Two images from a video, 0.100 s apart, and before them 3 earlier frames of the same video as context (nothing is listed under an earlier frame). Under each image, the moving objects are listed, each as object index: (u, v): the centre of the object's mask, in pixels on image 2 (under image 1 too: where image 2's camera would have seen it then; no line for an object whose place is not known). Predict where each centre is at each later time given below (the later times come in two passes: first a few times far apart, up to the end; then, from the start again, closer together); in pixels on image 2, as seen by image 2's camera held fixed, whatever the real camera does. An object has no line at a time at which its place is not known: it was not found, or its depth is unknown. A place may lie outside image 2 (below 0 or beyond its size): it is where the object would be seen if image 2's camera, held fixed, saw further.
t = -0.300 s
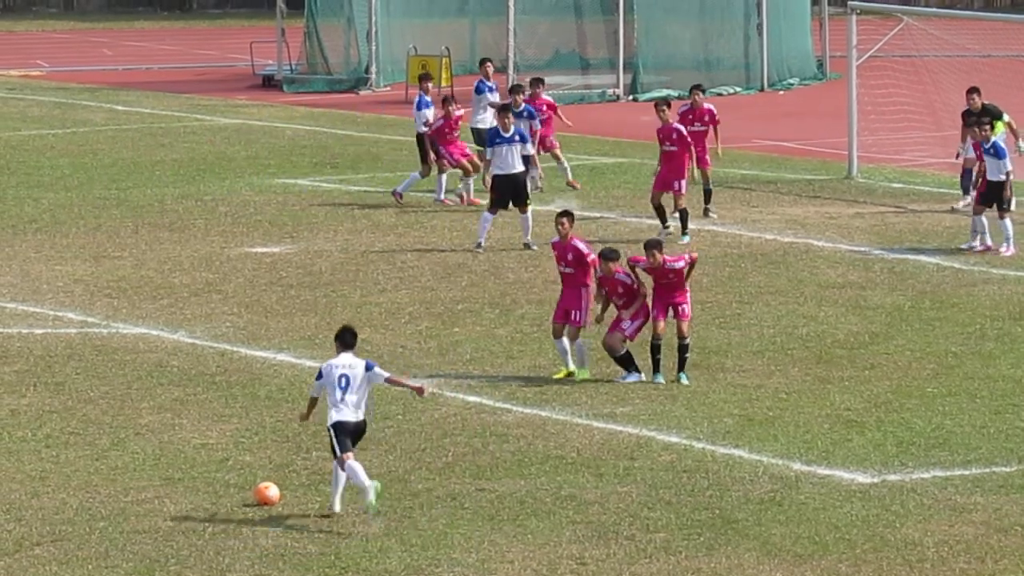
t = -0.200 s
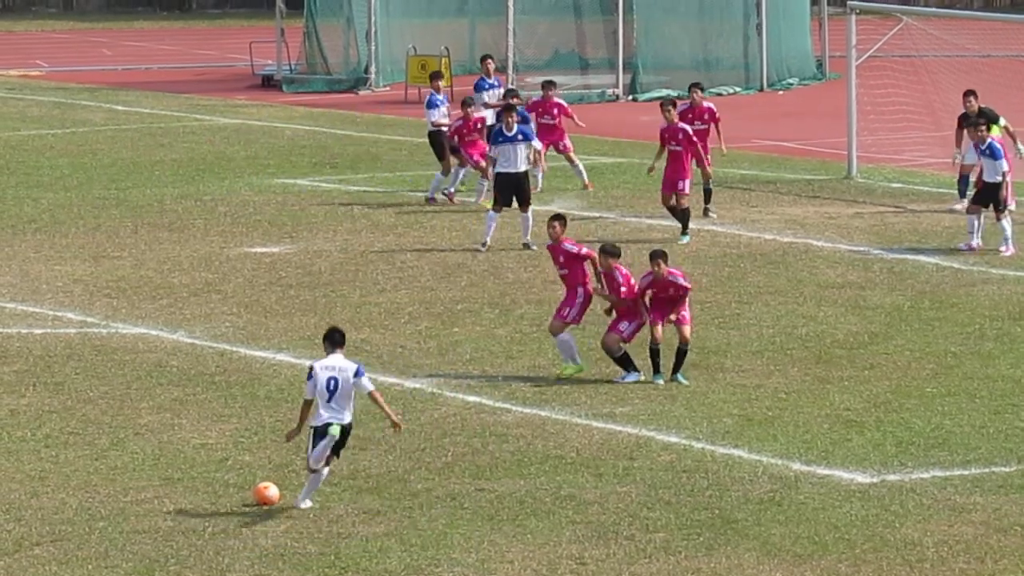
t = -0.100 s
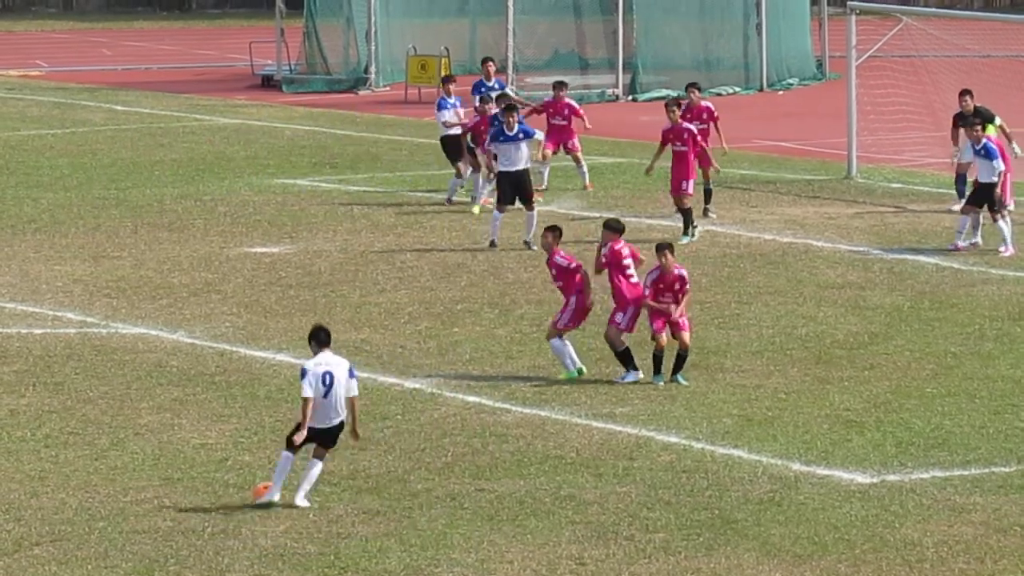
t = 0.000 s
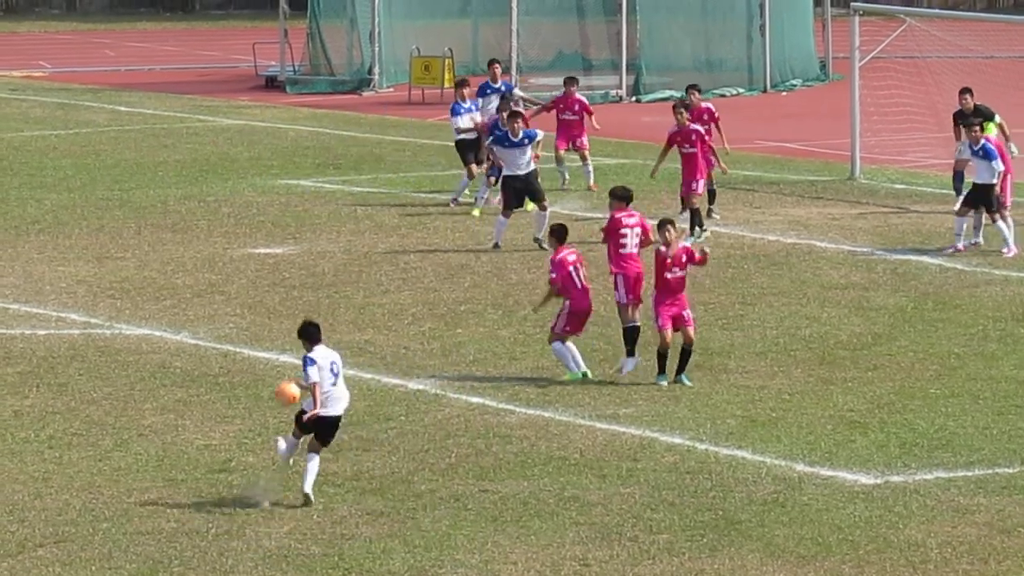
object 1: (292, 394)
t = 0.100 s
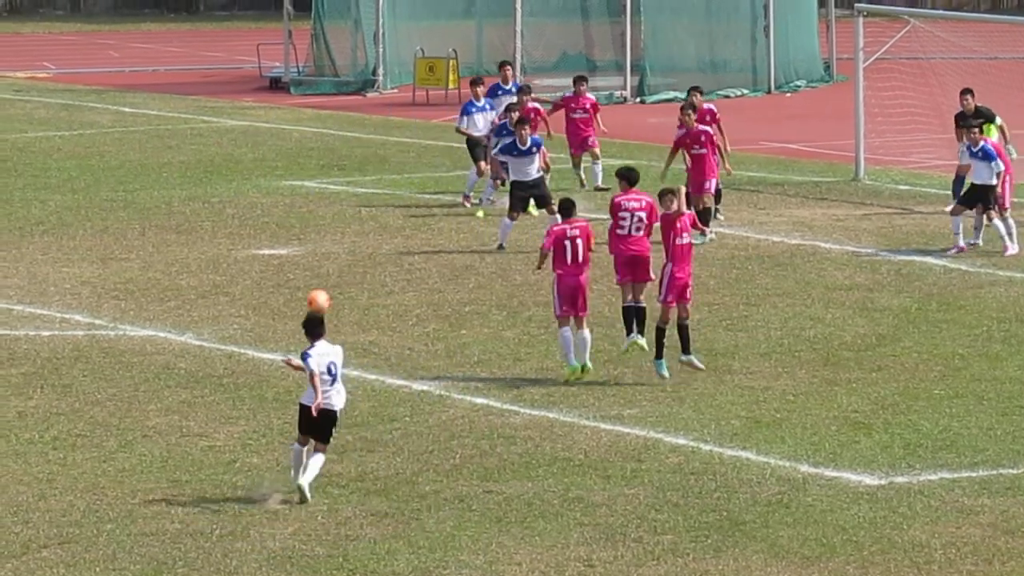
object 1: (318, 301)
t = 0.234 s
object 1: (358, 200)
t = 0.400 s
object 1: (419, 105)
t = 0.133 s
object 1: (327, 273)
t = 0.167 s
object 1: (337, 248)
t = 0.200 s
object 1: (348, 223)
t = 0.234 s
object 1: (358, 200)
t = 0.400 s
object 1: (419, 105)
